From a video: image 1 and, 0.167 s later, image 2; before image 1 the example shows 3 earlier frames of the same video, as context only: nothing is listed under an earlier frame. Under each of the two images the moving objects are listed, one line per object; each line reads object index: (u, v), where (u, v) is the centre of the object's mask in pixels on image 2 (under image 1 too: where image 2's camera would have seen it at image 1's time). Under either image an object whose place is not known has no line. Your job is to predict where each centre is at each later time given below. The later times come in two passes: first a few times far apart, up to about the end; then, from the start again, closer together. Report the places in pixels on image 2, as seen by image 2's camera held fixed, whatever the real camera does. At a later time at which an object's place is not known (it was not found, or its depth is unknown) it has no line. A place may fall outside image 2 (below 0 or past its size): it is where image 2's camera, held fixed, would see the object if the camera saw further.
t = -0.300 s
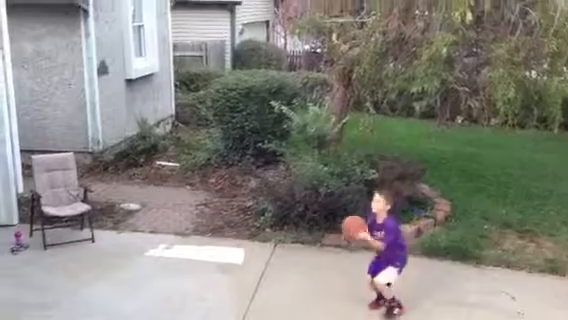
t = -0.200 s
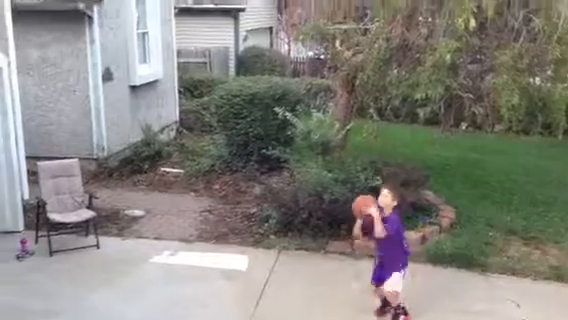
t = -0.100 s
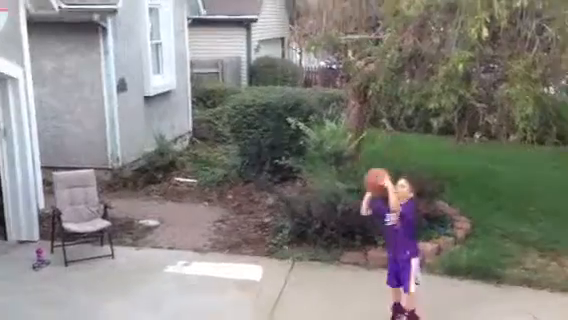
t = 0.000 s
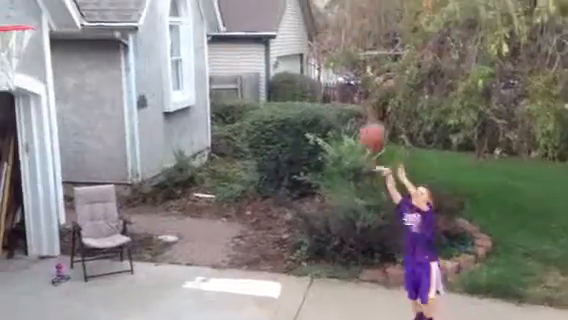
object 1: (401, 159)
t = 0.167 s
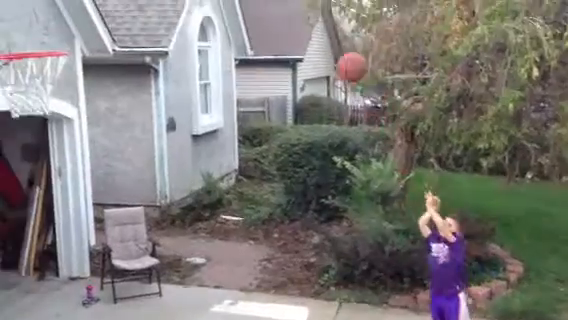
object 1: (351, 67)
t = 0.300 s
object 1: (307, 11)
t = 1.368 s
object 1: (-49, 133)
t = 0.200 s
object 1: (341, 51)
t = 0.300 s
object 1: (307, 11)
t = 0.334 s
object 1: (294, -2)
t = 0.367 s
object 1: (282, -10)
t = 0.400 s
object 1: (268, -16)
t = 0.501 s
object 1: (227, -28)
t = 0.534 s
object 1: (214, -31)
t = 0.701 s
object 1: (142, -27)
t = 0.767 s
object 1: (111, -9)
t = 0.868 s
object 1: (62, 35)
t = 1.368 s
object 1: (-49, 133)
